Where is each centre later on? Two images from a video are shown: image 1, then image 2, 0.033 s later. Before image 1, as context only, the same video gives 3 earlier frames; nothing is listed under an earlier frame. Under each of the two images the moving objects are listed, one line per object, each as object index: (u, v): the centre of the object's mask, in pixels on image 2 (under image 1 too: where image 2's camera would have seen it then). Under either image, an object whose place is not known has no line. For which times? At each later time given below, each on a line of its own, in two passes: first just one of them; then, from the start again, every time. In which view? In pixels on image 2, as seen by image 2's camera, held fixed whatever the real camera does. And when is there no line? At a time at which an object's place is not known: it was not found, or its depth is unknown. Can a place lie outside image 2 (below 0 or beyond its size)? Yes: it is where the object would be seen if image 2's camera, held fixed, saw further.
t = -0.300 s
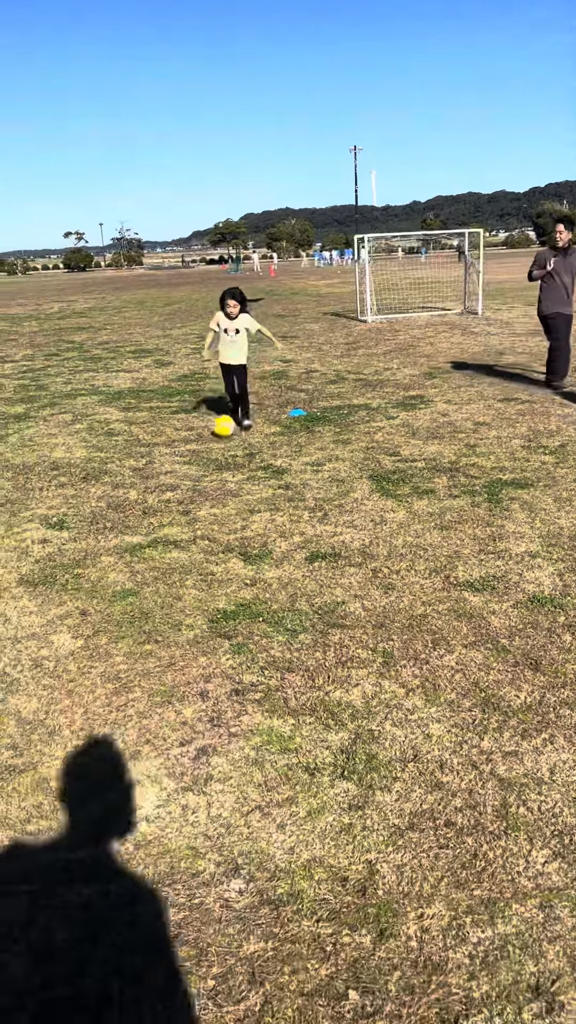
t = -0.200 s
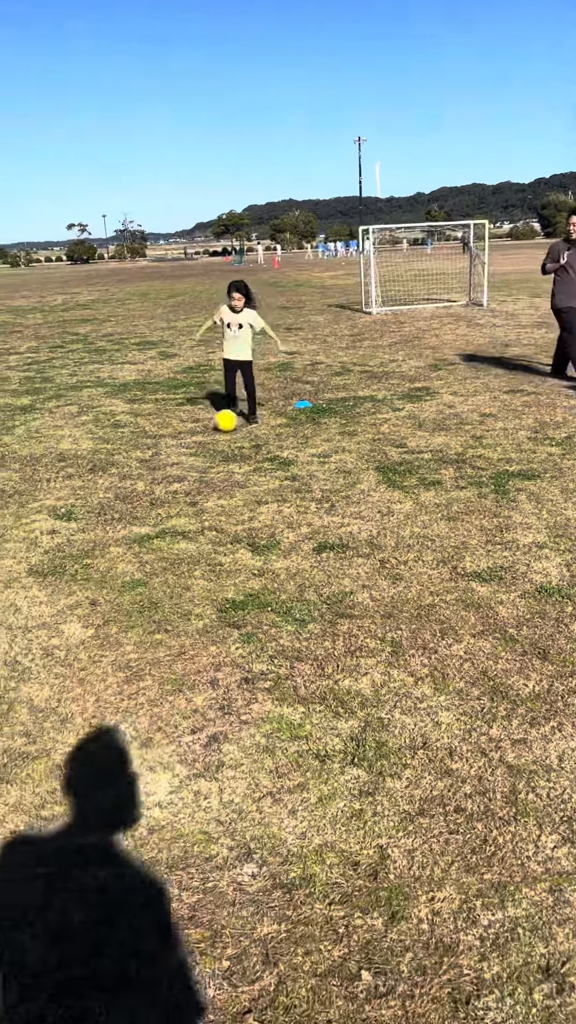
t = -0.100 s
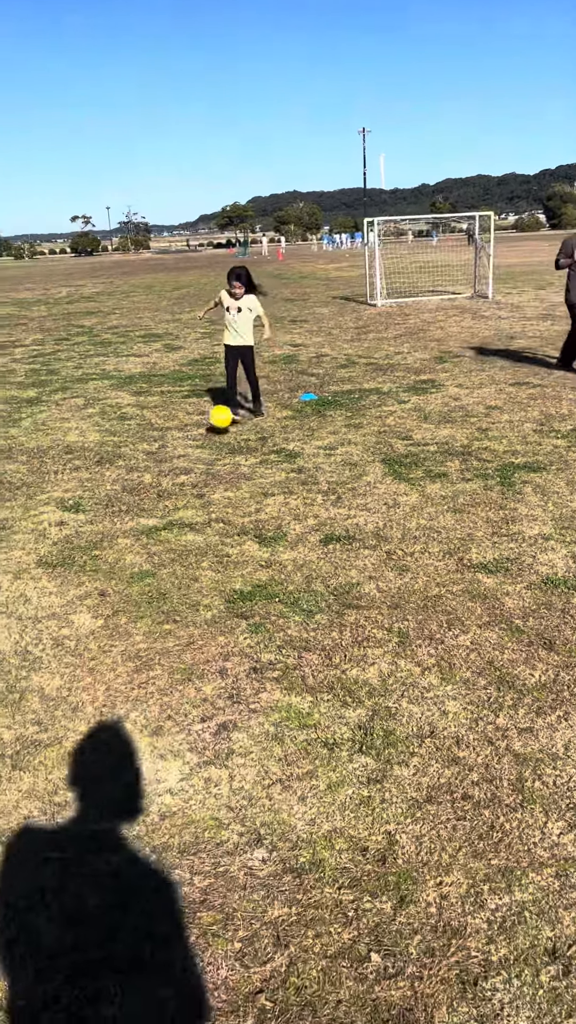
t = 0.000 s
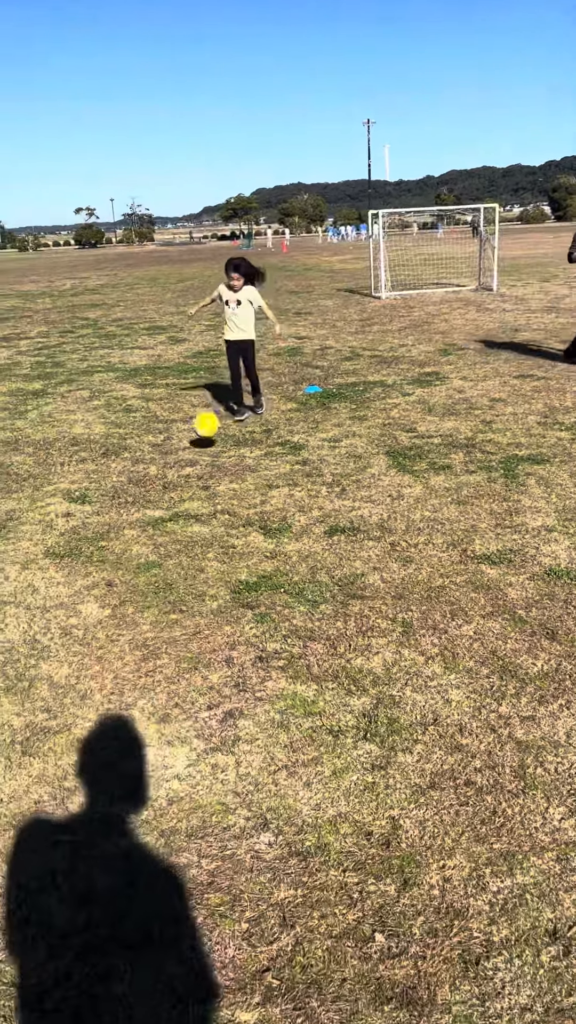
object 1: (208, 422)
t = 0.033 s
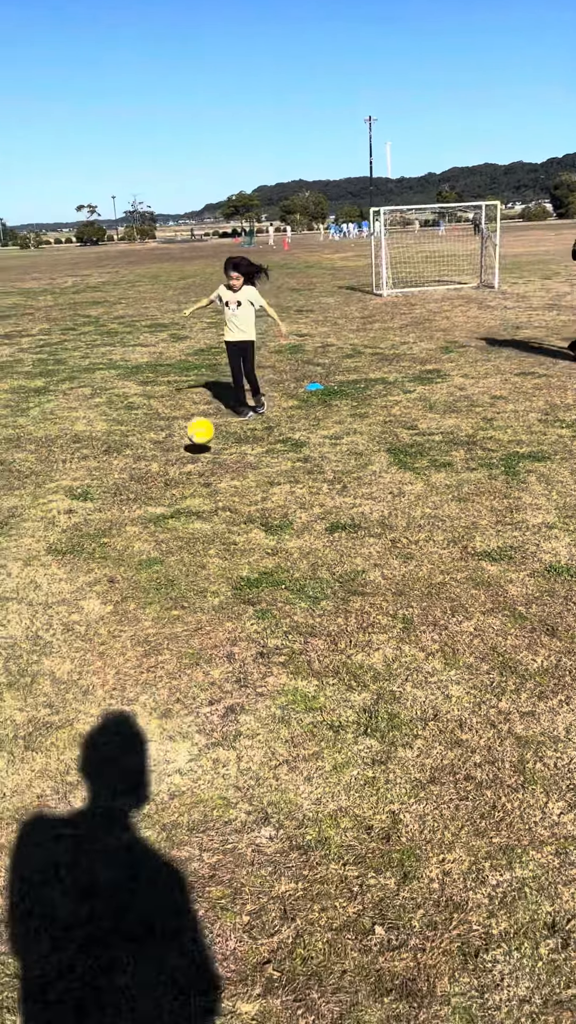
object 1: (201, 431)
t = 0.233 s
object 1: (158, 498)
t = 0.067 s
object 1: (193, 443)
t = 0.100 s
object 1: (185, 457)
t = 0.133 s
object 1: (177, 473)
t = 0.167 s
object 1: (170, 490)
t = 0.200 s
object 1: (164, 493)
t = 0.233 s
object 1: (158, 498)
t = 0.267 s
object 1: (151, 504)
